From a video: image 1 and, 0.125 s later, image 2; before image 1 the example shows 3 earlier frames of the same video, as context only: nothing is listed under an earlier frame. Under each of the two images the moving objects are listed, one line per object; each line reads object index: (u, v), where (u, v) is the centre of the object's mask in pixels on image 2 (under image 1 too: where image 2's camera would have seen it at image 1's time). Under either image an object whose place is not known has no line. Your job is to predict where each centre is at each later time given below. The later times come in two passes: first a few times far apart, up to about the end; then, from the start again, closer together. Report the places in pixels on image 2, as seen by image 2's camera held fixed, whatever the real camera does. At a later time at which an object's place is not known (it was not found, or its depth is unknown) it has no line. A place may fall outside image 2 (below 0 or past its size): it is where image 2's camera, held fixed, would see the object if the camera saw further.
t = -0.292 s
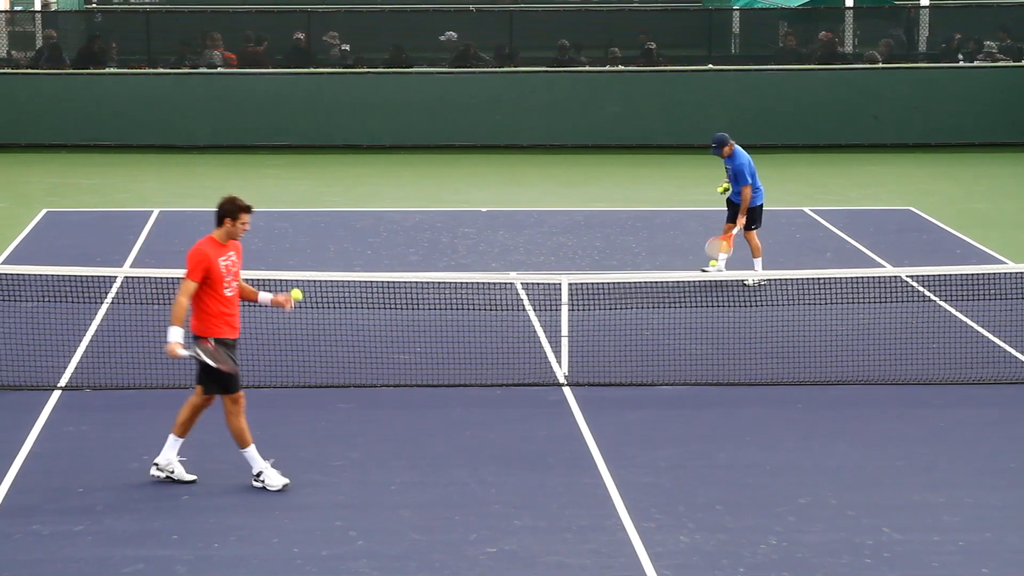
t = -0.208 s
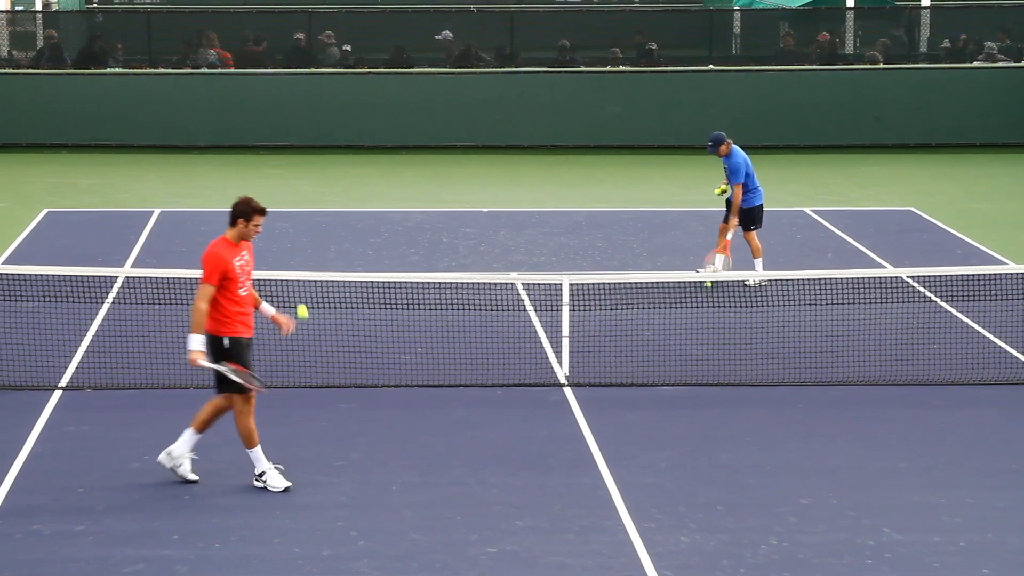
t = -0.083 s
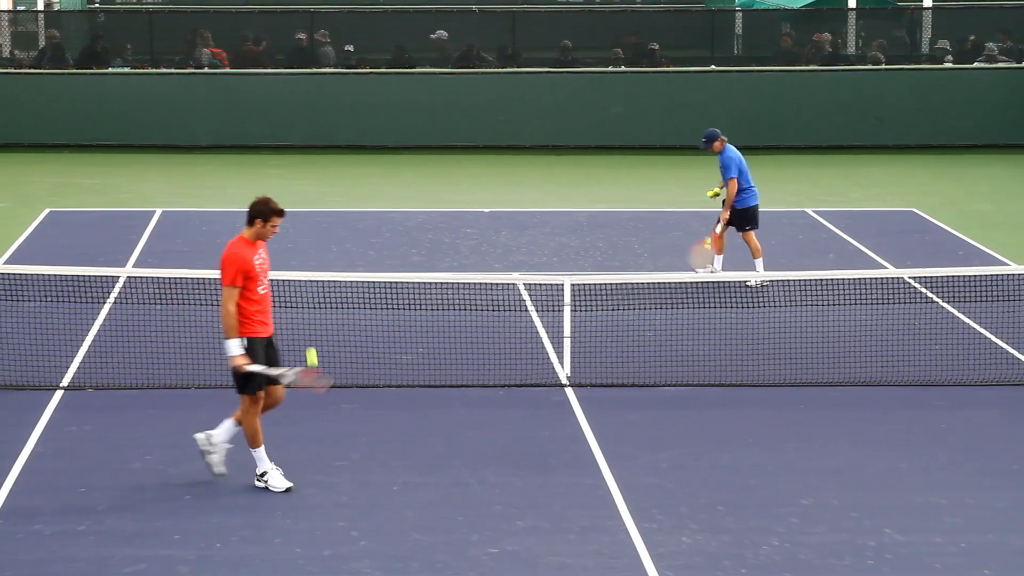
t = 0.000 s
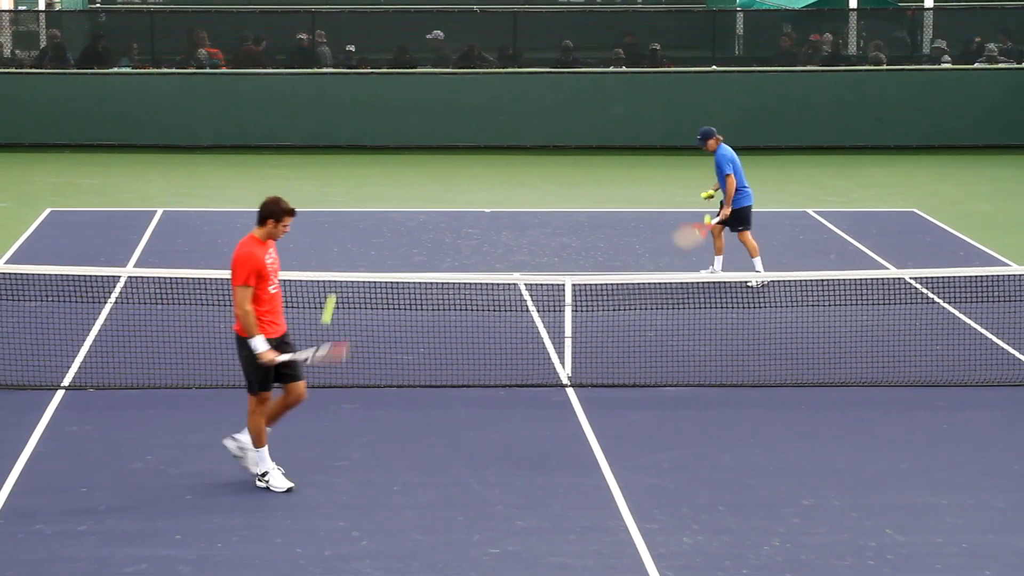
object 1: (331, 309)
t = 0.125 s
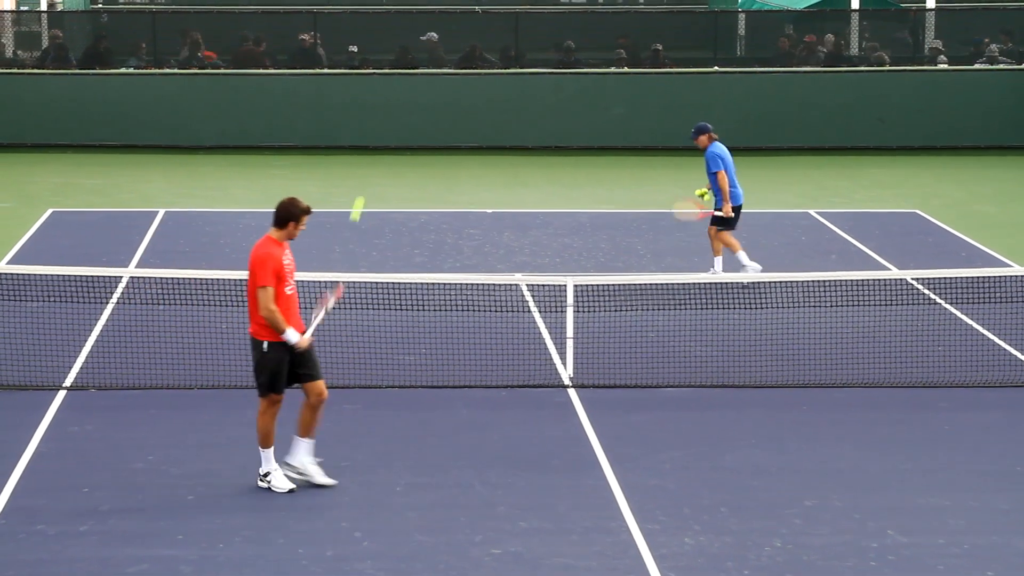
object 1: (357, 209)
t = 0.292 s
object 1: (390, 116)
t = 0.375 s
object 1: (404, 86)
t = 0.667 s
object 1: (447, 56)
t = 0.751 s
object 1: (458, 67)
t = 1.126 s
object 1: (498, 206)
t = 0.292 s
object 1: (390, 116)
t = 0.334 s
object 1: (397, 100)
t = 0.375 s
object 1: (404, 86)
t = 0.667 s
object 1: (447, 56)
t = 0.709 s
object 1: (452, 60)
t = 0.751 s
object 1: (458, 67)
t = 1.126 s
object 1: (498, 206)
